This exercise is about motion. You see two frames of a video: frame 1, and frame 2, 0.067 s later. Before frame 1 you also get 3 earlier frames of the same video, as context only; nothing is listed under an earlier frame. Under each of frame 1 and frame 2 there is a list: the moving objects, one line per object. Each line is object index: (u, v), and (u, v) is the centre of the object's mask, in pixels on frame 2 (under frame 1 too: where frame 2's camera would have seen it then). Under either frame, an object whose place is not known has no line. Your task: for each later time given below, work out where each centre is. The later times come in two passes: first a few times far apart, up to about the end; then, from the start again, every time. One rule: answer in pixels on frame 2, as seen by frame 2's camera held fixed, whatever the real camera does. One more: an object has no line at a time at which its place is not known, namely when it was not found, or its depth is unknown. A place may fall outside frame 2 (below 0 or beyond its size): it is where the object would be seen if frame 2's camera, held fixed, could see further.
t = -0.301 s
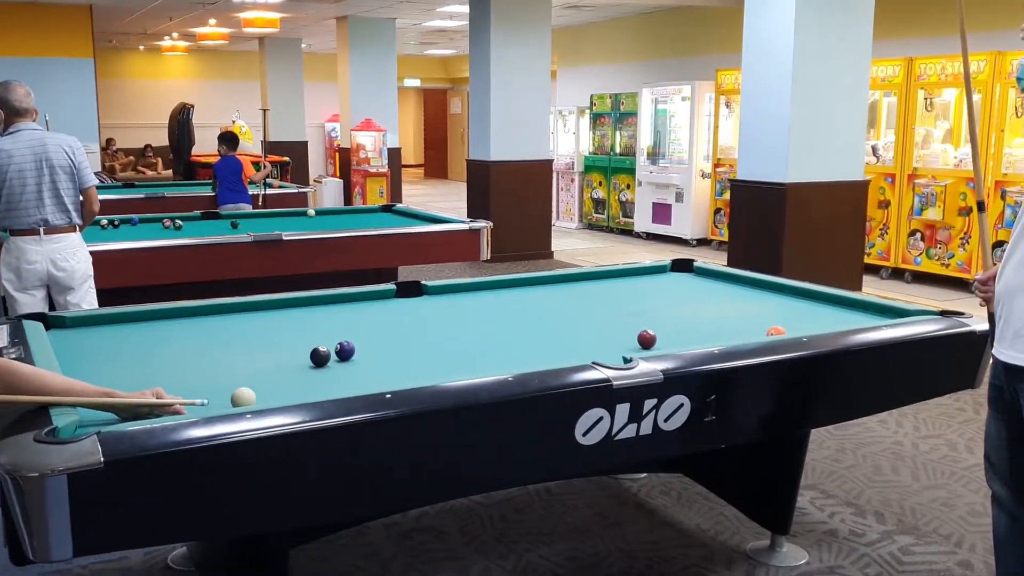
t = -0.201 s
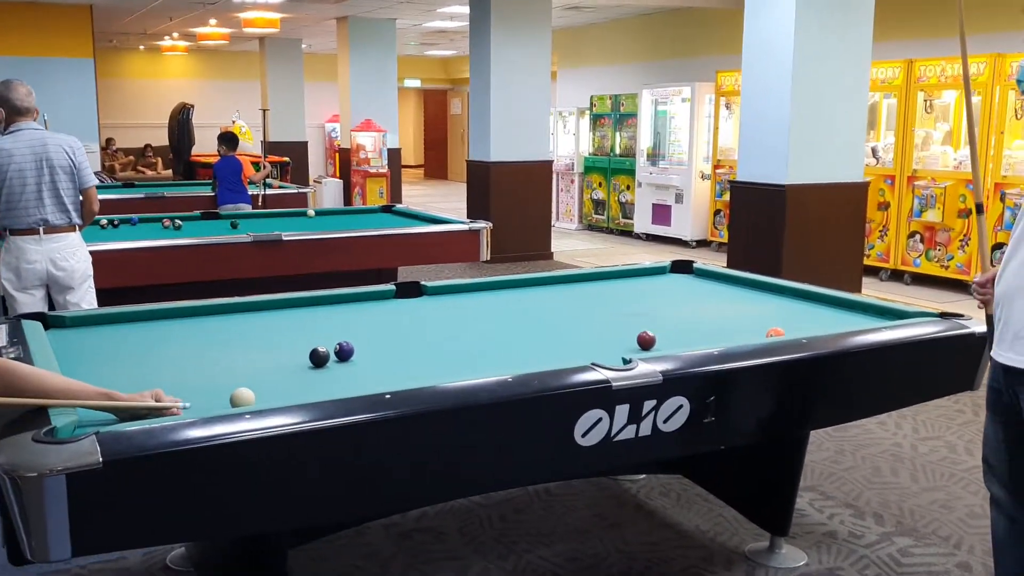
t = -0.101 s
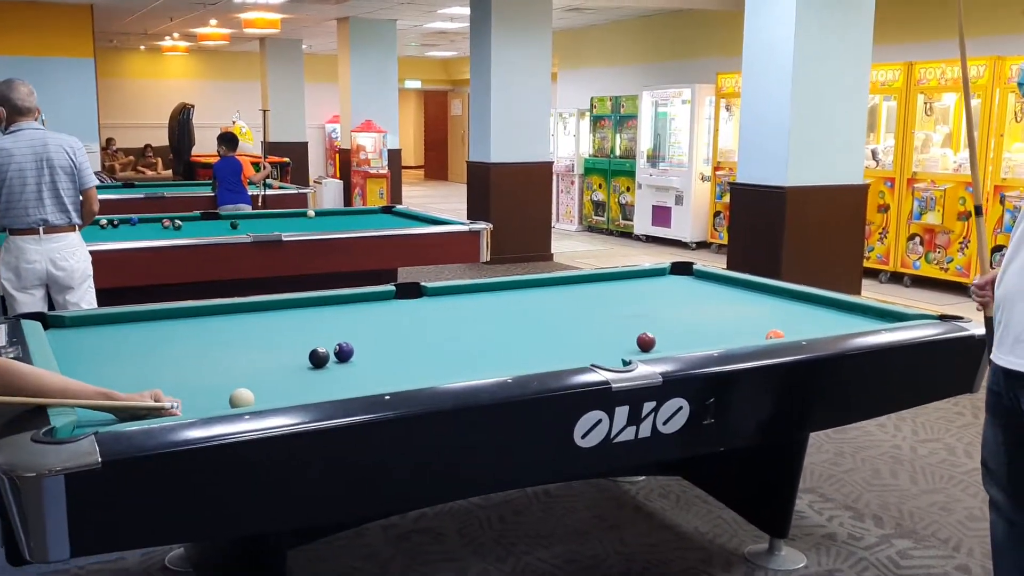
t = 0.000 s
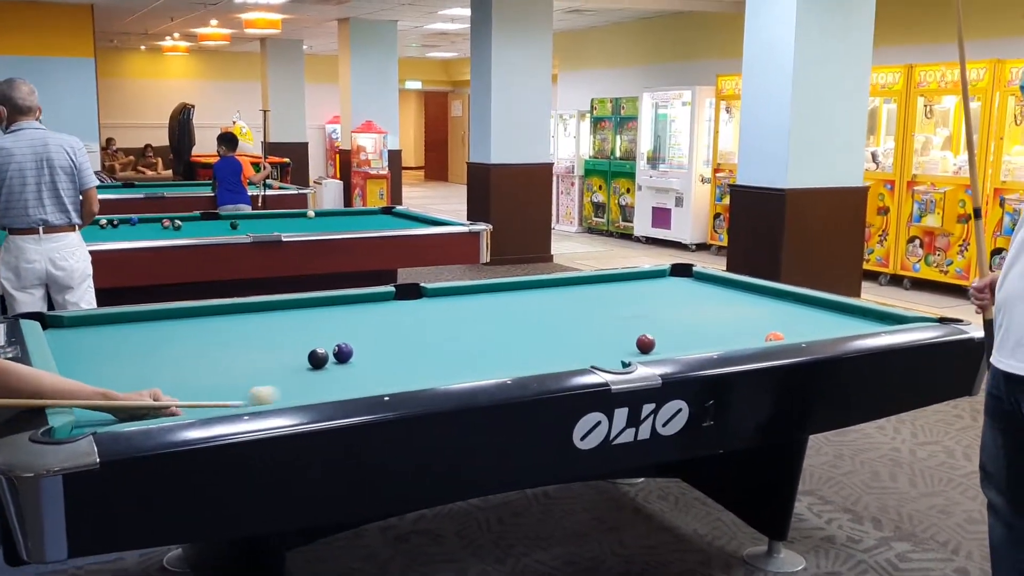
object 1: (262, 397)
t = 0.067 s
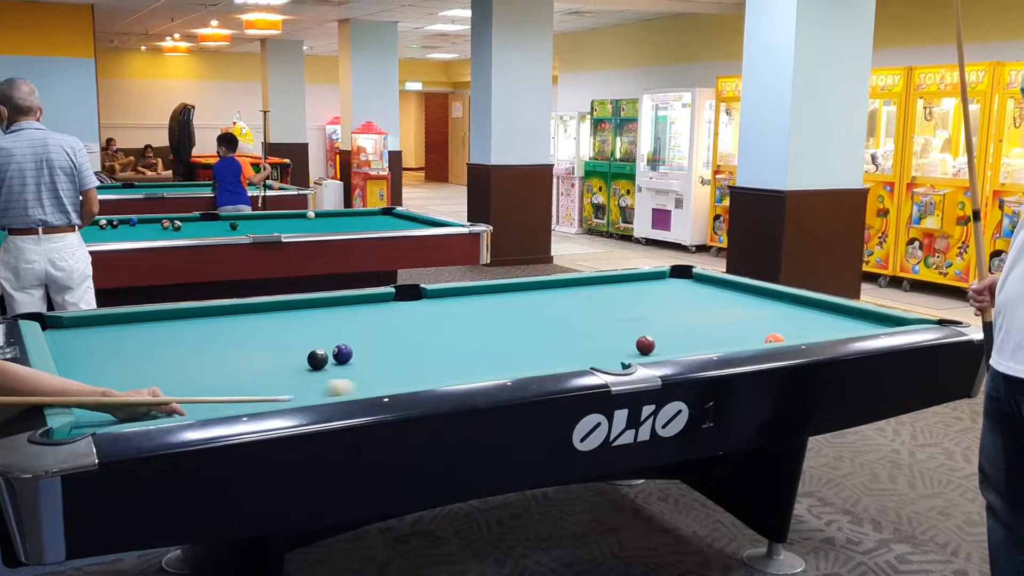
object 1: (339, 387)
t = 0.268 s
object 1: (513, 367)
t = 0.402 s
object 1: (595, 360)
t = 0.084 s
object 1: (357, 385)
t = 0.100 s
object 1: (375, 383)
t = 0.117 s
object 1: (391, 381)
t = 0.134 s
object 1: (406, 379)
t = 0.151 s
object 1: (421, 377)
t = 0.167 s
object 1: (436, 376)
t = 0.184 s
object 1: (450, 374)
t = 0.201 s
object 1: (464, 373)
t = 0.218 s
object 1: (477, 372)
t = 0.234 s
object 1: (489, 370)
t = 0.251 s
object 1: (502, 369)
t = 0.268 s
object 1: (513, 367)
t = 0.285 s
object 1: (525, 366)
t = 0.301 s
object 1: (536, 365)
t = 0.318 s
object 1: (546, 364)
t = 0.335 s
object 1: (556, 363)
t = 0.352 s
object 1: (566, 362)
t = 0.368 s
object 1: (575, 361)
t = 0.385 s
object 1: (585, 360)
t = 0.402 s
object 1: (595, 360)
